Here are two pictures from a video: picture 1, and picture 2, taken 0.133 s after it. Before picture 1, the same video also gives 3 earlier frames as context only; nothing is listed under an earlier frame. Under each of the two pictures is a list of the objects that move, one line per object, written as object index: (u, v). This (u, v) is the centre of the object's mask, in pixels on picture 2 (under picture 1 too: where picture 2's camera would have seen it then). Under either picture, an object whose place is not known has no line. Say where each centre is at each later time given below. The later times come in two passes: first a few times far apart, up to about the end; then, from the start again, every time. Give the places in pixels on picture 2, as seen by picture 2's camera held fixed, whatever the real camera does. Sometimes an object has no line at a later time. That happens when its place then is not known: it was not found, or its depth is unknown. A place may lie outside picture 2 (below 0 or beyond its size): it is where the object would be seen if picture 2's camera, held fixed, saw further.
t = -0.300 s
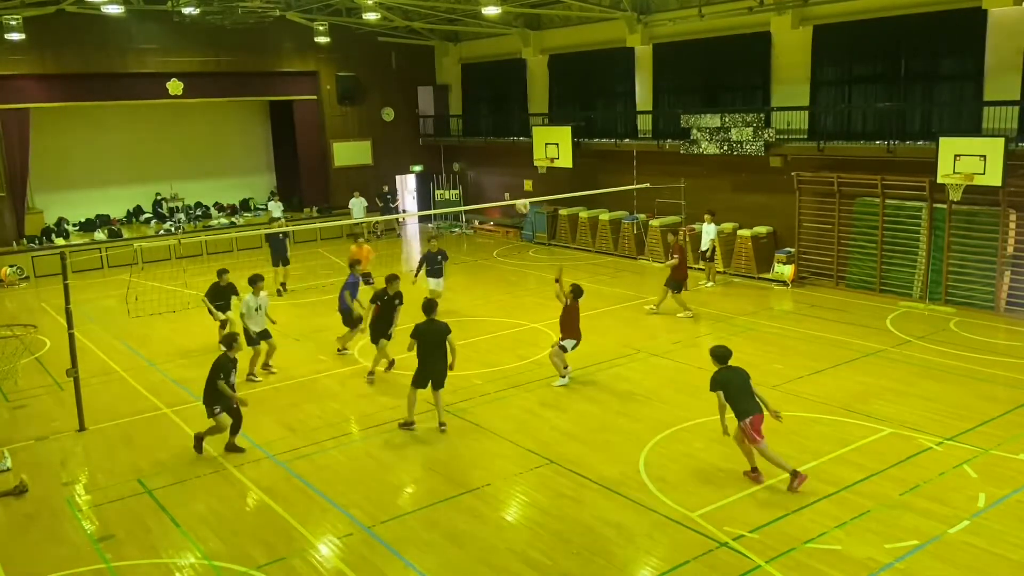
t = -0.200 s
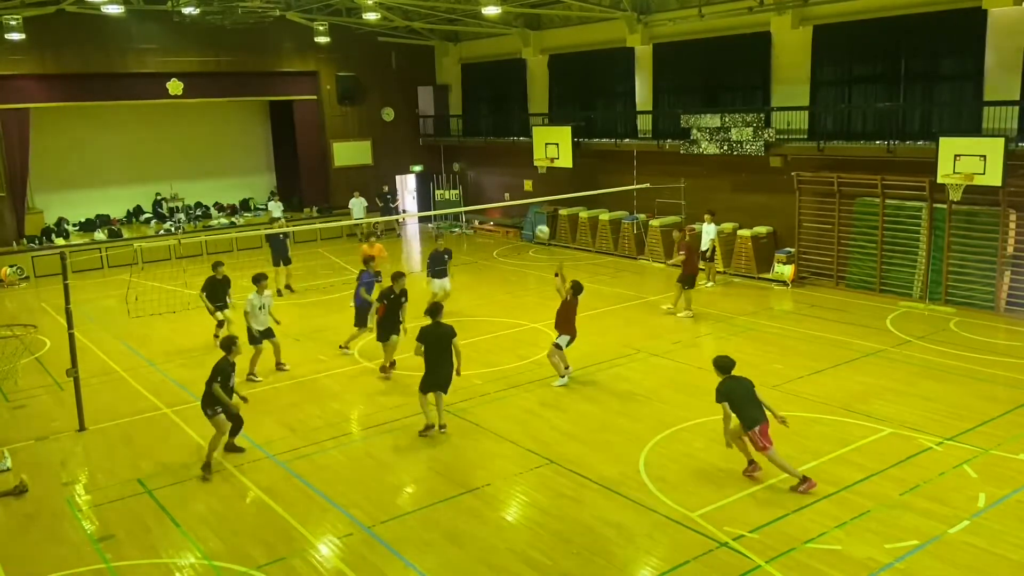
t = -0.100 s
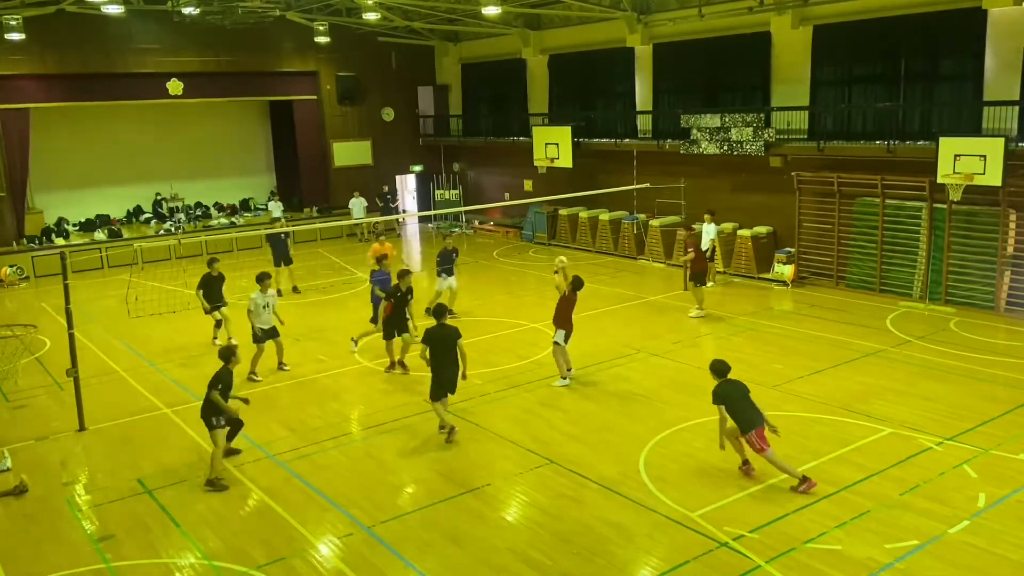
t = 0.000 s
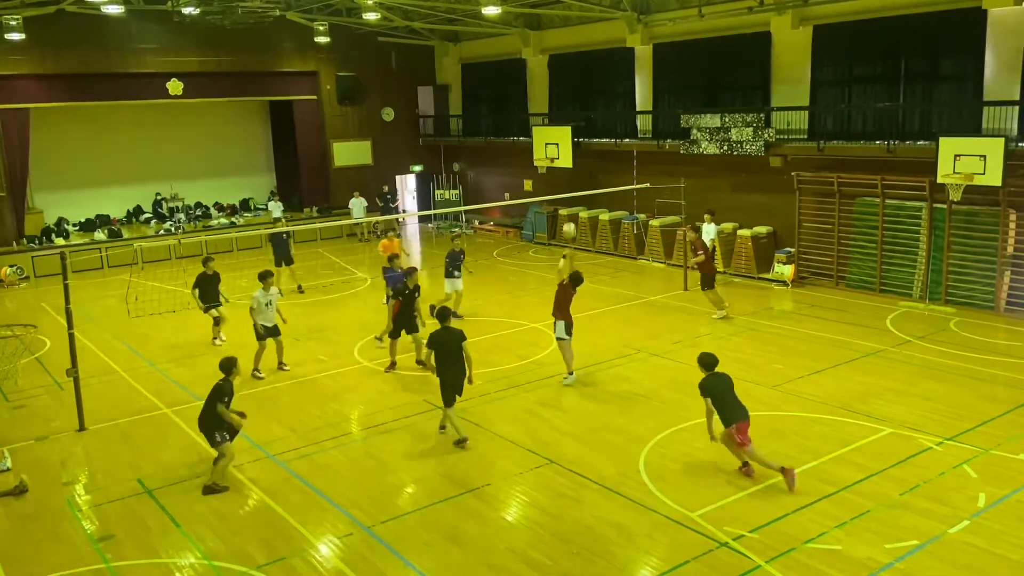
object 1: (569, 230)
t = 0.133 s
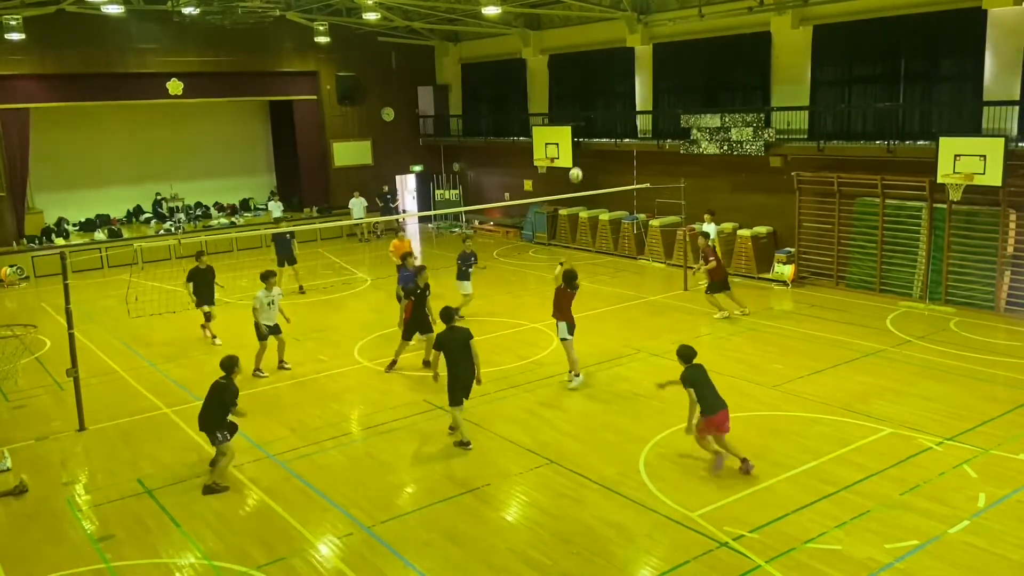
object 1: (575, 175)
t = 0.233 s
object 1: (580, 143)
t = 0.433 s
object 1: (589, 101)
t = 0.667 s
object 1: (599, 86)
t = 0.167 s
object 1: (577, 163)
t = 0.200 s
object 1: (579, 152)
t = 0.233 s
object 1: (580, 143)
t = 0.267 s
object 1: (582, 134)
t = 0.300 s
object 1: (583, 125)
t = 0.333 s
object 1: (584, 118)
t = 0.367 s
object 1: (586, 112)
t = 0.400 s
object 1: (587, 106)
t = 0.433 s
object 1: (589, 101)
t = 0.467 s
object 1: (590, 97)
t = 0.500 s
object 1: (592, 93)
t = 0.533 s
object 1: (593, 91)
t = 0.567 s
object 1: (594, 88)
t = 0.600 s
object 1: (596, 87)
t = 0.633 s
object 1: (598, 86)
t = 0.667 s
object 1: (599, 86)
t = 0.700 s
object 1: (601, 87)
